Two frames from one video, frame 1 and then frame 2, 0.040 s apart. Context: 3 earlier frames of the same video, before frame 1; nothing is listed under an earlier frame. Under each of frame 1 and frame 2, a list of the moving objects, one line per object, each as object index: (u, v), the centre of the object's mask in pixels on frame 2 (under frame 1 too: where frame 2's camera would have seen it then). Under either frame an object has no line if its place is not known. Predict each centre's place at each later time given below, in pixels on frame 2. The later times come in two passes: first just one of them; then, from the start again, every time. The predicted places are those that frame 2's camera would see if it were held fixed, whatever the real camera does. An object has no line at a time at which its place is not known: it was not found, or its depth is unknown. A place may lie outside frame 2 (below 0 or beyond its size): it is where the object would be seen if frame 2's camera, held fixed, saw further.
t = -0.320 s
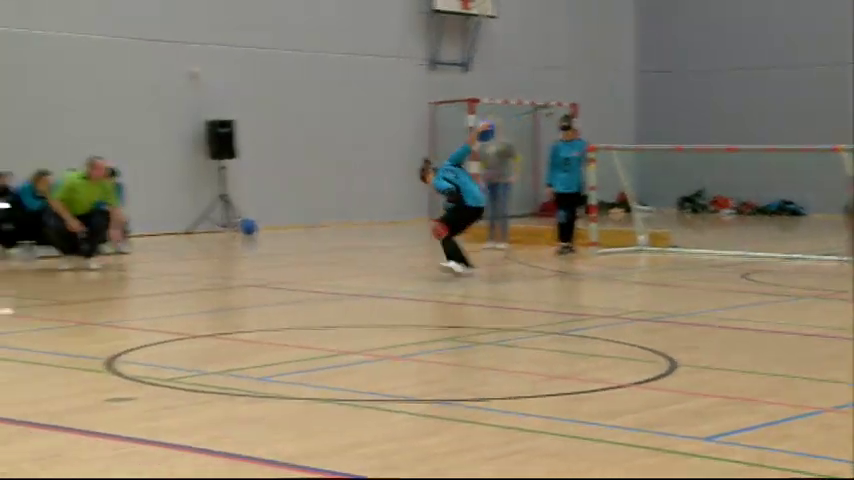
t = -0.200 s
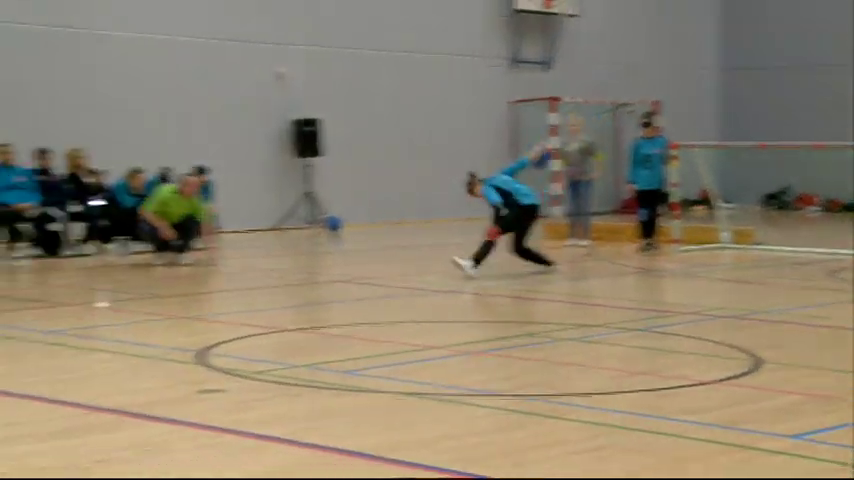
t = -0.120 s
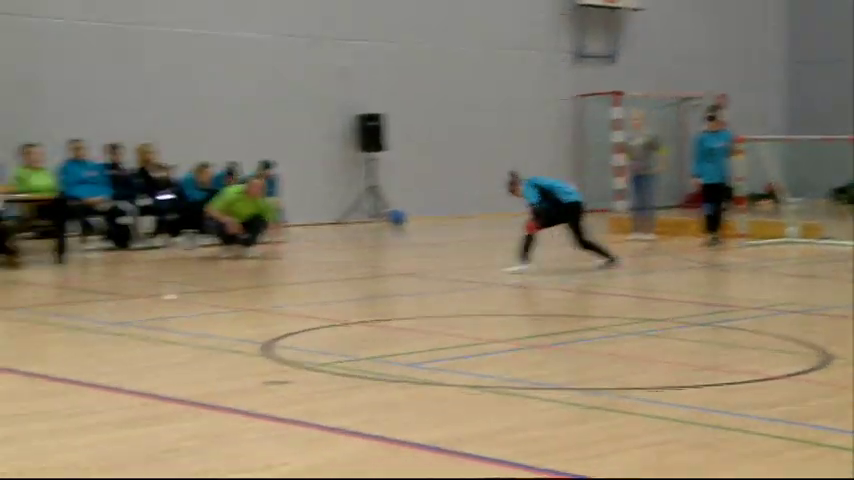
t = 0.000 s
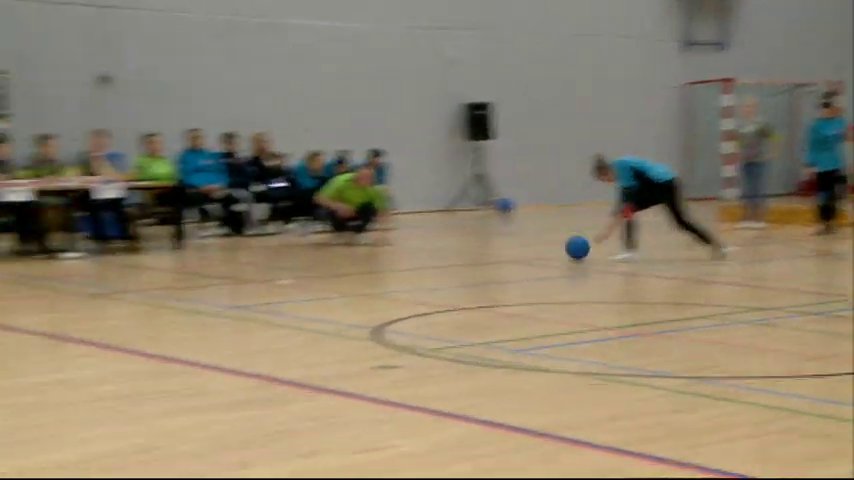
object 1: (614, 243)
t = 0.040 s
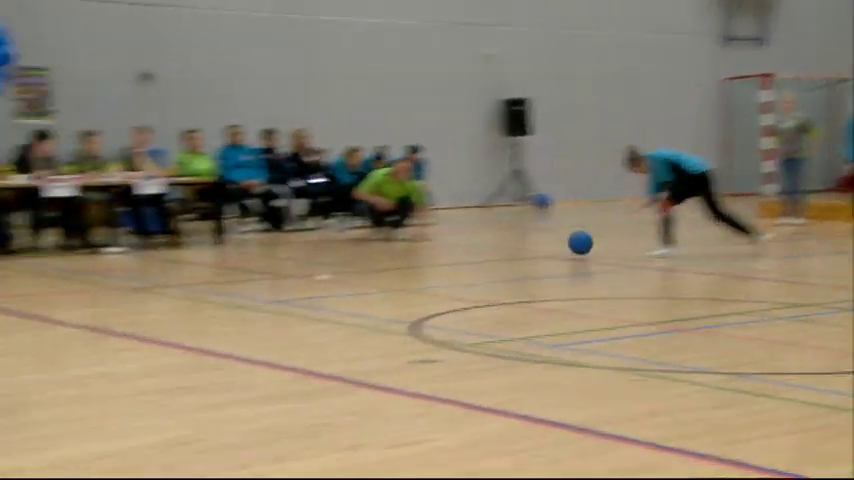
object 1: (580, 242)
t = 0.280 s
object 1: (346, 262)
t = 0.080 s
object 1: (545, 243)
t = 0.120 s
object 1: (508, 245)
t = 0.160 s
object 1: (469, 250)
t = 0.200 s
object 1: (427, 257)
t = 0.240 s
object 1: (385, 265)
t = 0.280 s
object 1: (346, 262)
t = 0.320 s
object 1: (306, 261)
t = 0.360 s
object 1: (265, 262)
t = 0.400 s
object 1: (222, 265)
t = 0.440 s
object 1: (177, 270)
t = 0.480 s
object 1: (129, 278)
